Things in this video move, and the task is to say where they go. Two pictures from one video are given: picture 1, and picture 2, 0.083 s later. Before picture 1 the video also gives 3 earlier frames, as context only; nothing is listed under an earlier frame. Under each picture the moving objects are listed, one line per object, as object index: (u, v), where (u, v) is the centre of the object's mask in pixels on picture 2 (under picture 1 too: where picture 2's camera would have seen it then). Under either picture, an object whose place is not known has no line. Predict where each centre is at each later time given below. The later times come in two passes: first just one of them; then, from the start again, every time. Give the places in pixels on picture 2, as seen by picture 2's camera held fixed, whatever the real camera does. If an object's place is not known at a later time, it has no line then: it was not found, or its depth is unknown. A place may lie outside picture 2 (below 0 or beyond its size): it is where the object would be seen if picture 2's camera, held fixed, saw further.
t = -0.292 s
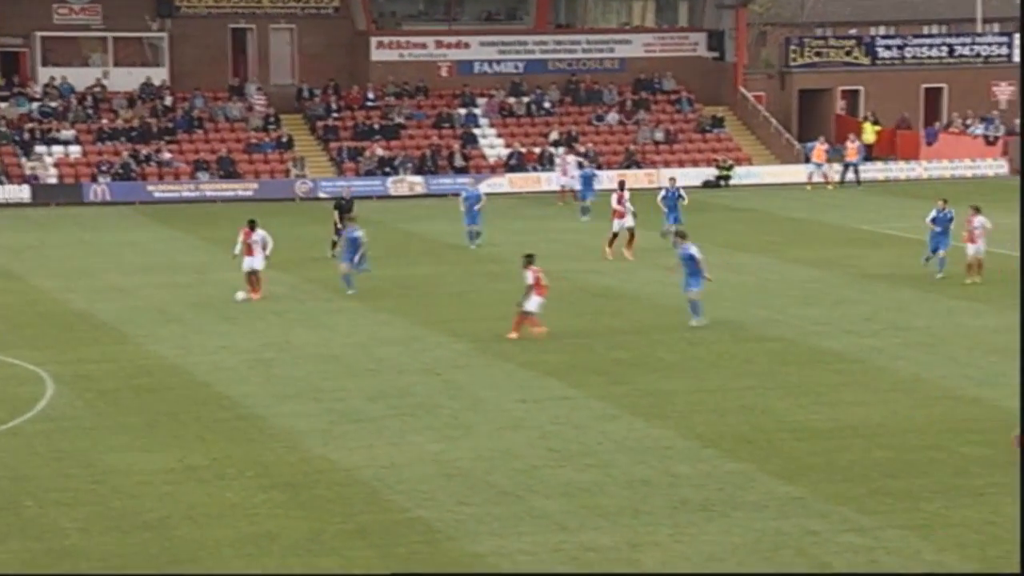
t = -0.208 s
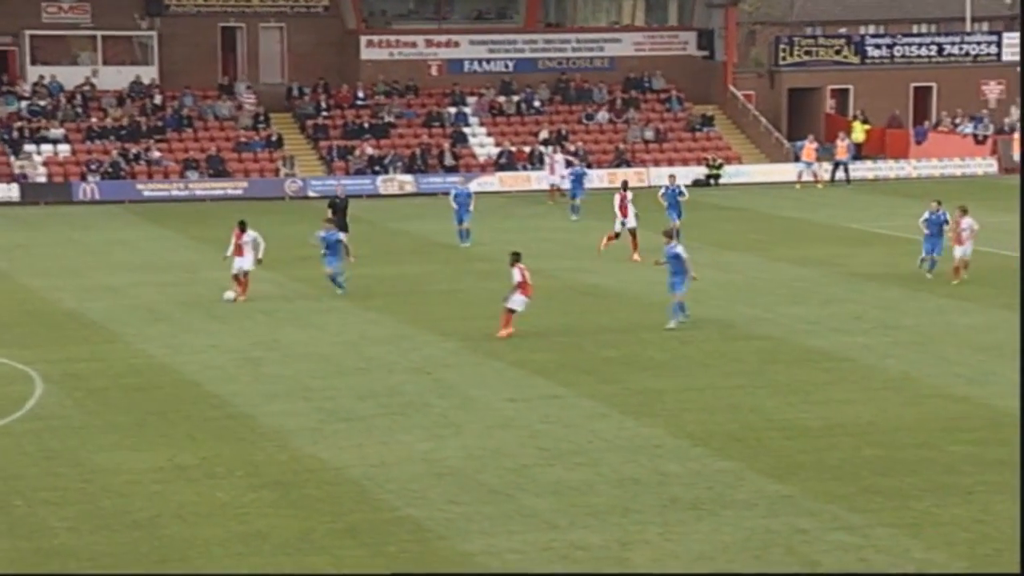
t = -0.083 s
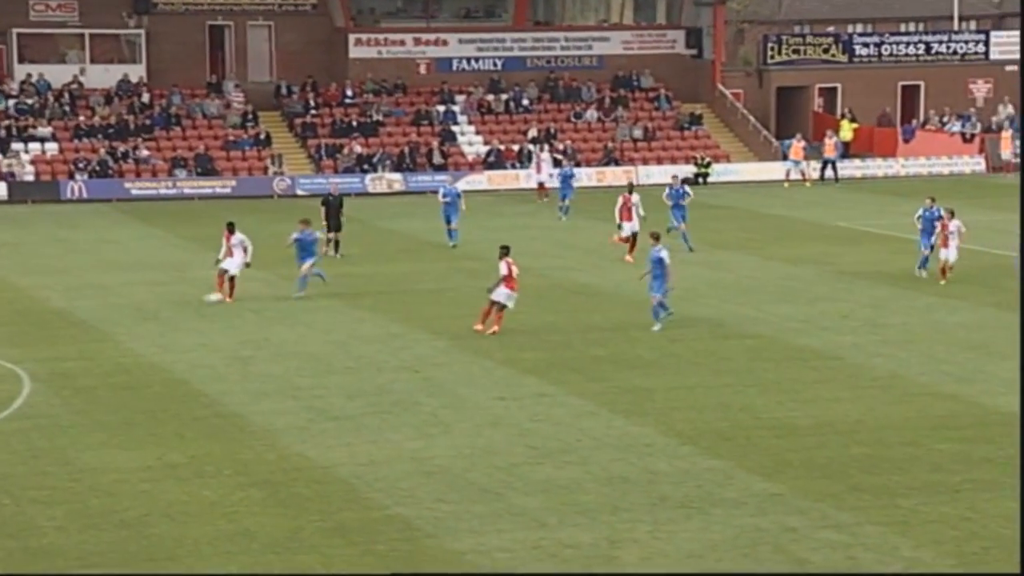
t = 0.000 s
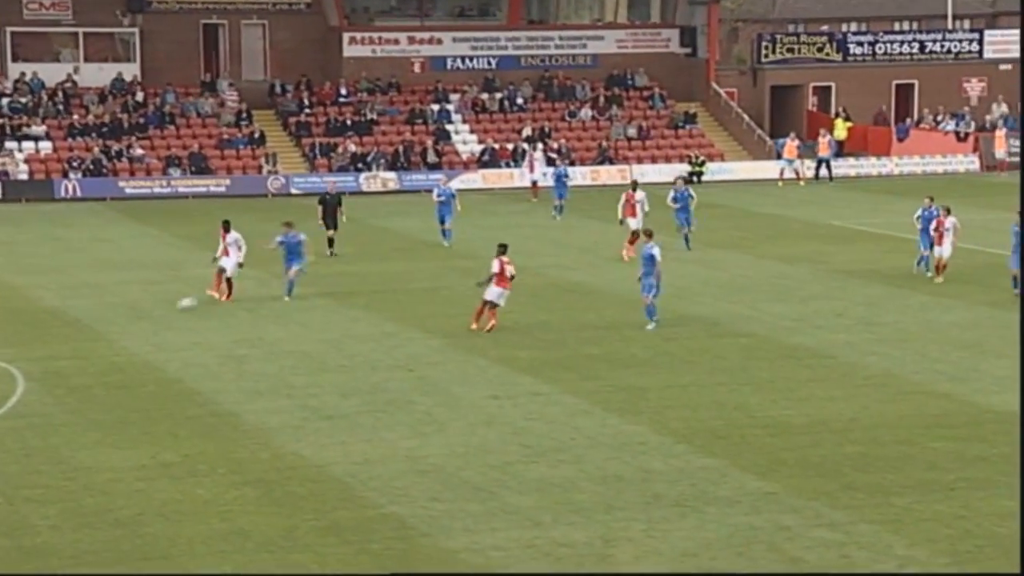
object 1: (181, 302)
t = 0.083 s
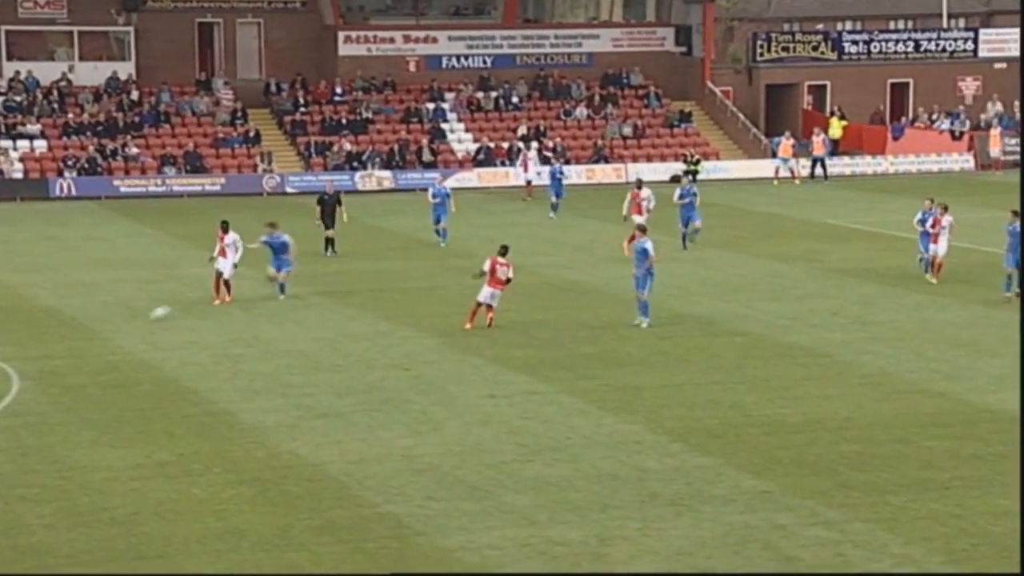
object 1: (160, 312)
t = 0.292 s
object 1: (107, 336)
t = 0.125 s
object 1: (149, 318)
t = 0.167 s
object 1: (137, 323)
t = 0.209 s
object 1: (129, 327)
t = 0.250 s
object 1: (119, 331)
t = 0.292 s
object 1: (107, 336)
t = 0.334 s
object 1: (97, 343)
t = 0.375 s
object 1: (86, 350)
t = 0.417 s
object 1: (77, 354)
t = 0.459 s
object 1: (67, 357)
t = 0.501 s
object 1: (59, 361)
